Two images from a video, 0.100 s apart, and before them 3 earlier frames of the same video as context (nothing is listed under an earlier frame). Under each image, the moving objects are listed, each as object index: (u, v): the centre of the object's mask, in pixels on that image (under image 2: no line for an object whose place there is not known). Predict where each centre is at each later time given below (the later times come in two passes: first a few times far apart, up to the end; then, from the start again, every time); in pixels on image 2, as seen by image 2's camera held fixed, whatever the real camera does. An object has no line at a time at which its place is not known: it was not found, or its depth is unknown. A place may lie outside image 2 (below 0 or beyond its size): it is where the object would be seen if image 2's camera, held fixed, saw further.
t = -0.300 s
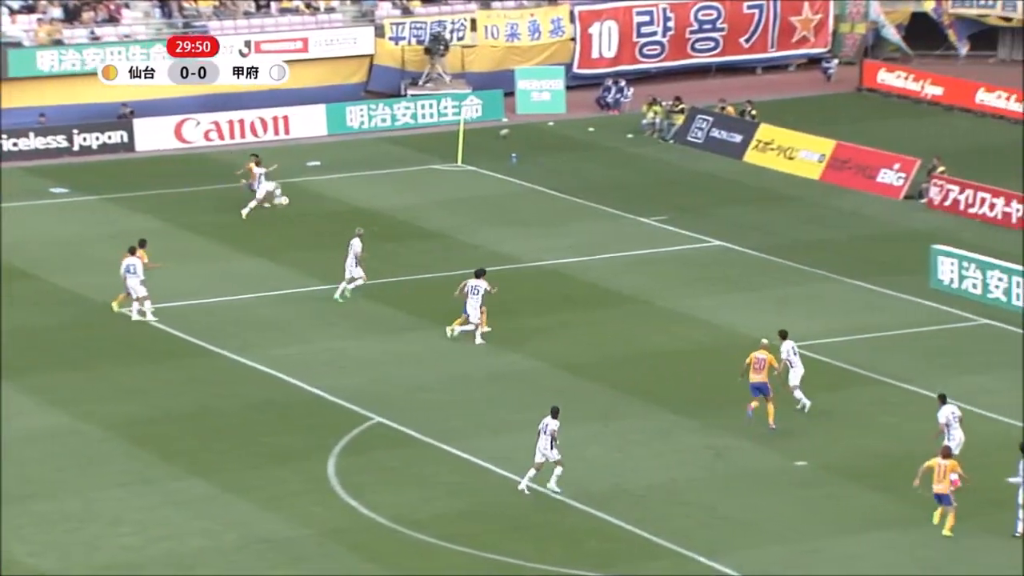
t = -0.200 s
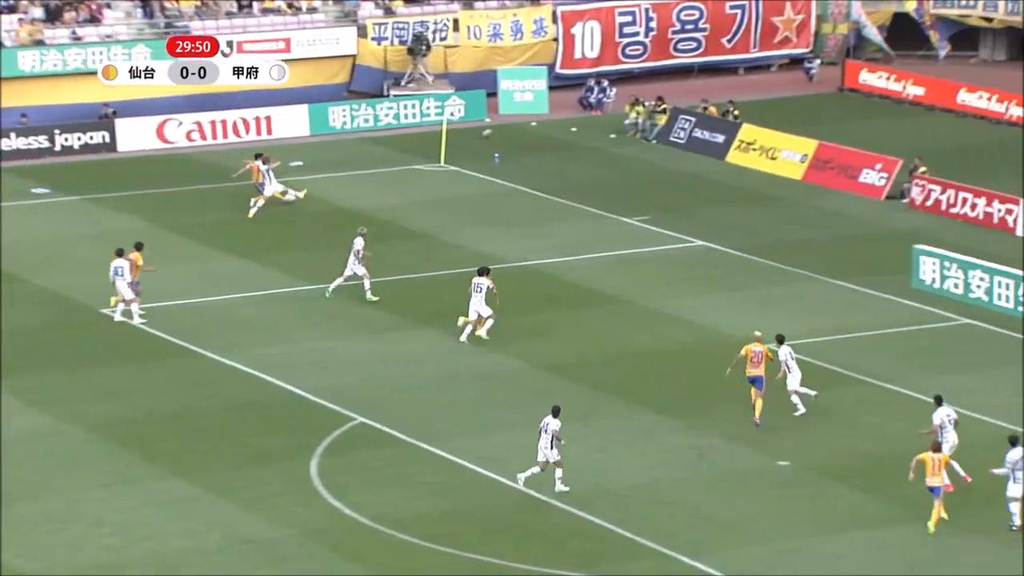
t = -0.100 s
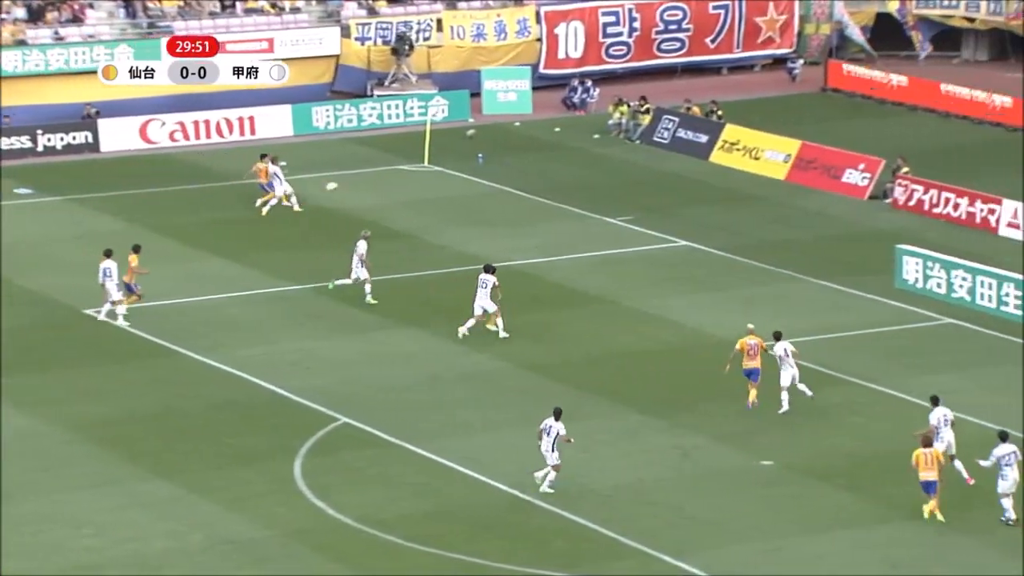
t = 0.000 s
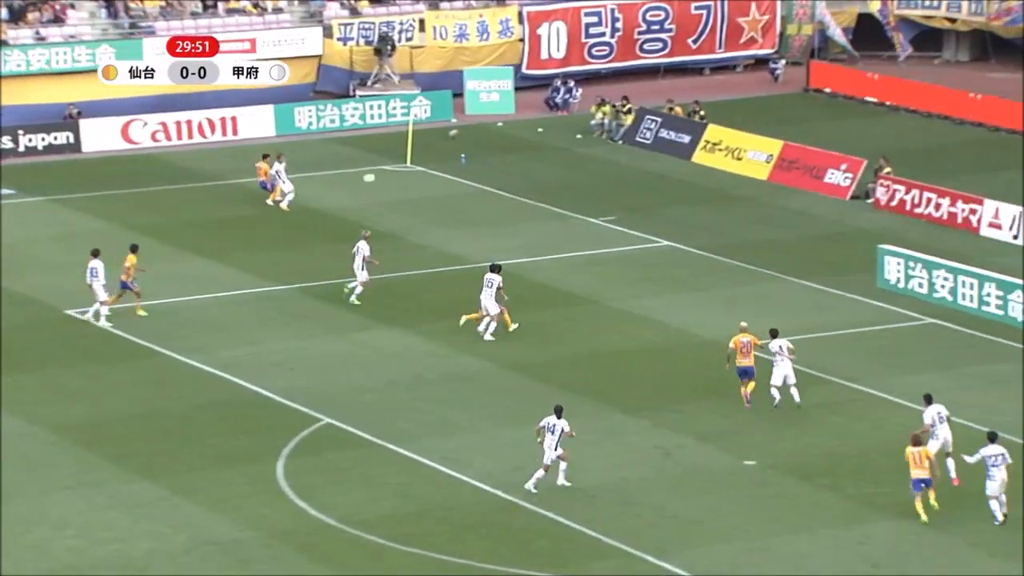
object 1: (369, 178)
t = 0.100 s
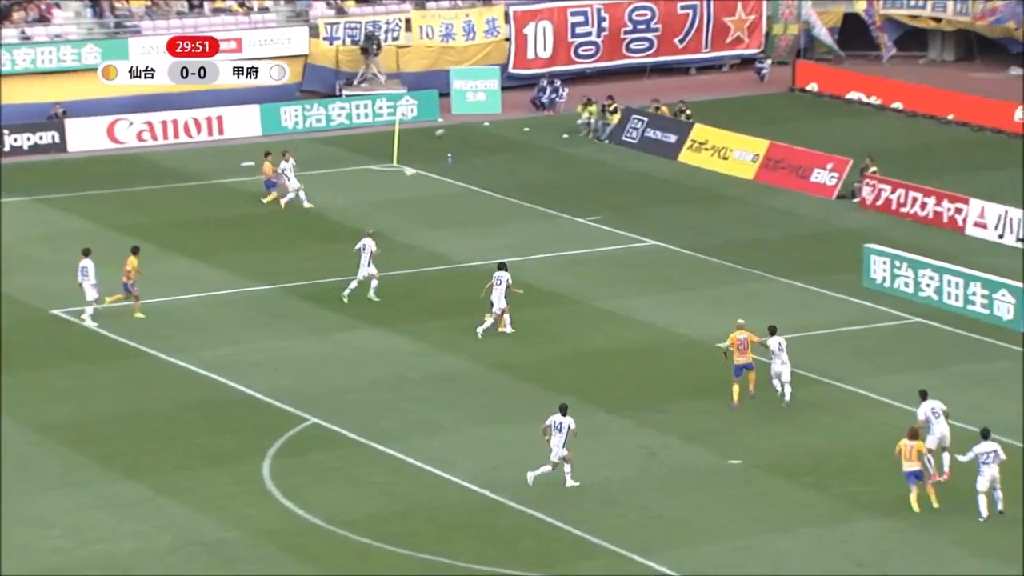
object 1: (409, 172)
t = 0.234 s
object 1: (478, 169)
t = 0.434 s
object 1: (577, 175)
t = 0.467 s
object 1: (592, 177)
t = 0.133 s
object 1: (427, 170)
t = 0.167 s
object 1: (444, 170)
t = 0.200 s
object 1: (462, 169)
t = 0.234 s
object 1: (478, 169)
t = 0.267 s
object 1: (496, 169)
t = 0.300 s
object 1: (512, 169)
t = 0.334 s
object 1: (528, 170)
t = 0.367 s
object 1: (544, 171)
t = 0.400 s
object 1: (561, 173)
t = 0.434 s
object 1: (577, 175)
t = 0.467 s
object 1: (592, 177)
